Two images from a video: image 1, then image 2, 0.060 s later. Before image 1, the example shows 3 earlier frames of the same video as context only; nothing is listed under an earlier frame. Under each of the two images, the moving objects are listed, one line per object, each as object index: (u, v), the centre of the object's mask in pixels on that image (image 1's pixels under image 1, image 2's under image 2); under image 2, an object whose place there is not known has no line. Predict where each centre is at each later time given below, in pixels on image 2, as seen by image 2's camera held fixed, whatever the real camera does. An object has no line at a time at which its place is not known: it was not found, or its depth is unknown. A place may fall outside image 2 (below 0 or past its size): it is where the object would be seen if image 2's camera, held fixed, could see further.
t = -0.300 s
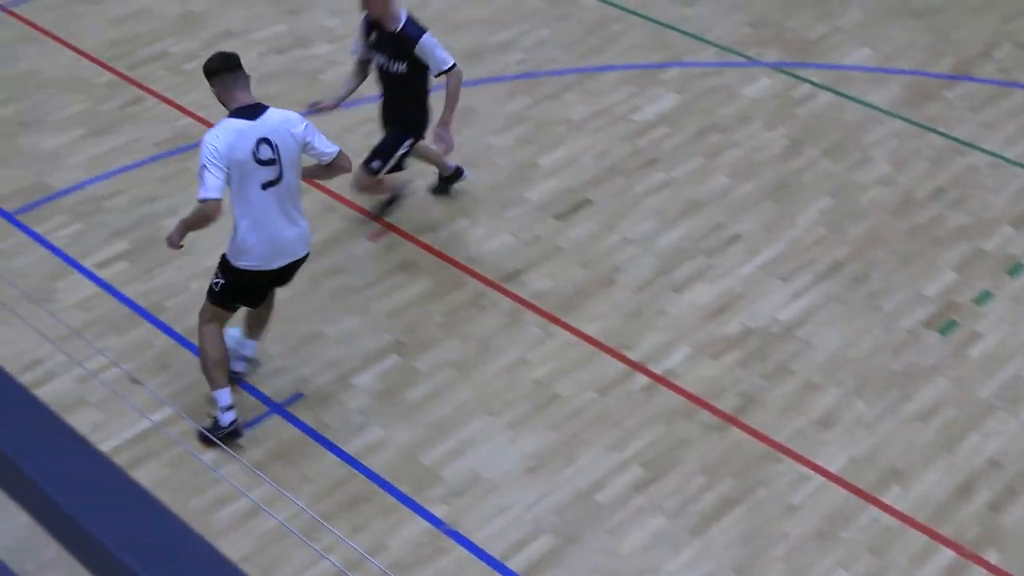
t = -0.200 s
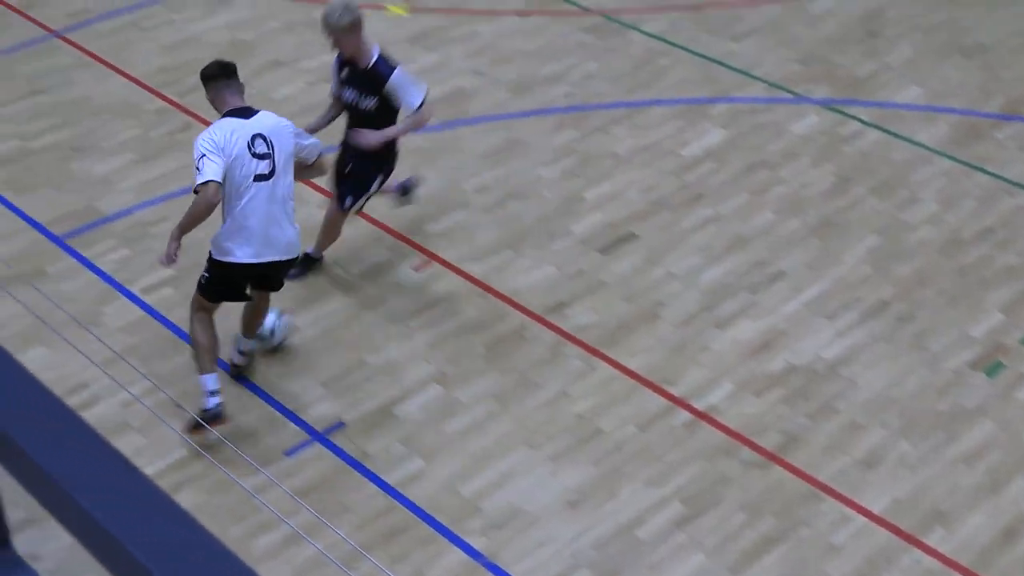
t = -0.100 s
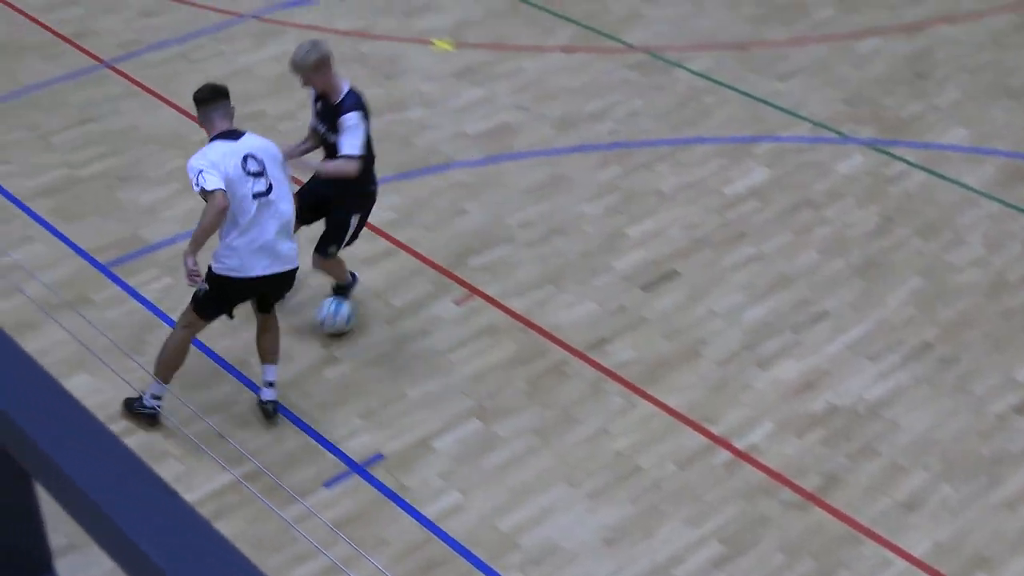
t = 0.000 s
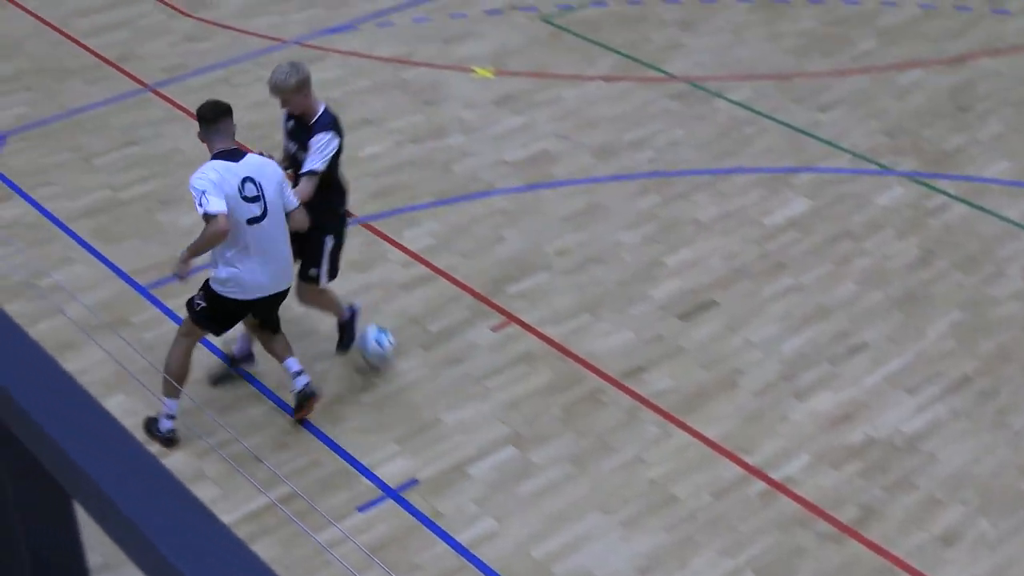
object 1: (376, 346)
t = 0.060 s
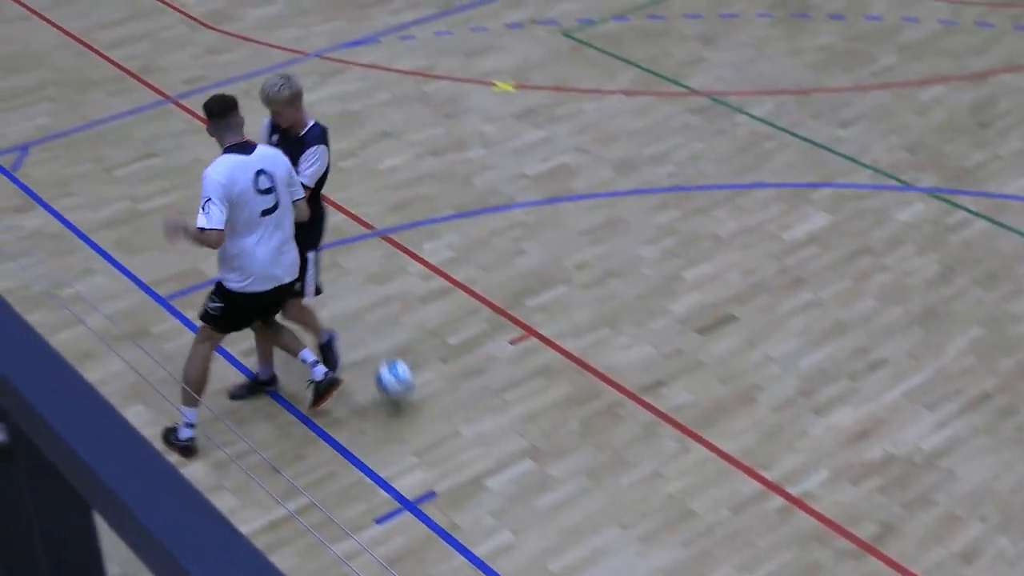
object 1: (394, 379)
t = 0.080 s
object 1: (394, 388)
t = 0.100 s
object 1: (394, 399)
